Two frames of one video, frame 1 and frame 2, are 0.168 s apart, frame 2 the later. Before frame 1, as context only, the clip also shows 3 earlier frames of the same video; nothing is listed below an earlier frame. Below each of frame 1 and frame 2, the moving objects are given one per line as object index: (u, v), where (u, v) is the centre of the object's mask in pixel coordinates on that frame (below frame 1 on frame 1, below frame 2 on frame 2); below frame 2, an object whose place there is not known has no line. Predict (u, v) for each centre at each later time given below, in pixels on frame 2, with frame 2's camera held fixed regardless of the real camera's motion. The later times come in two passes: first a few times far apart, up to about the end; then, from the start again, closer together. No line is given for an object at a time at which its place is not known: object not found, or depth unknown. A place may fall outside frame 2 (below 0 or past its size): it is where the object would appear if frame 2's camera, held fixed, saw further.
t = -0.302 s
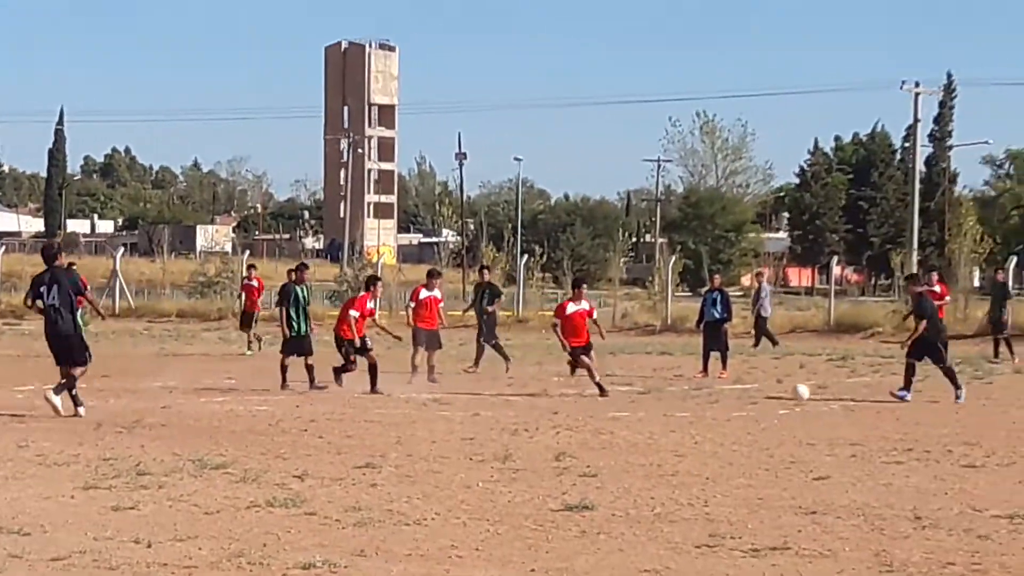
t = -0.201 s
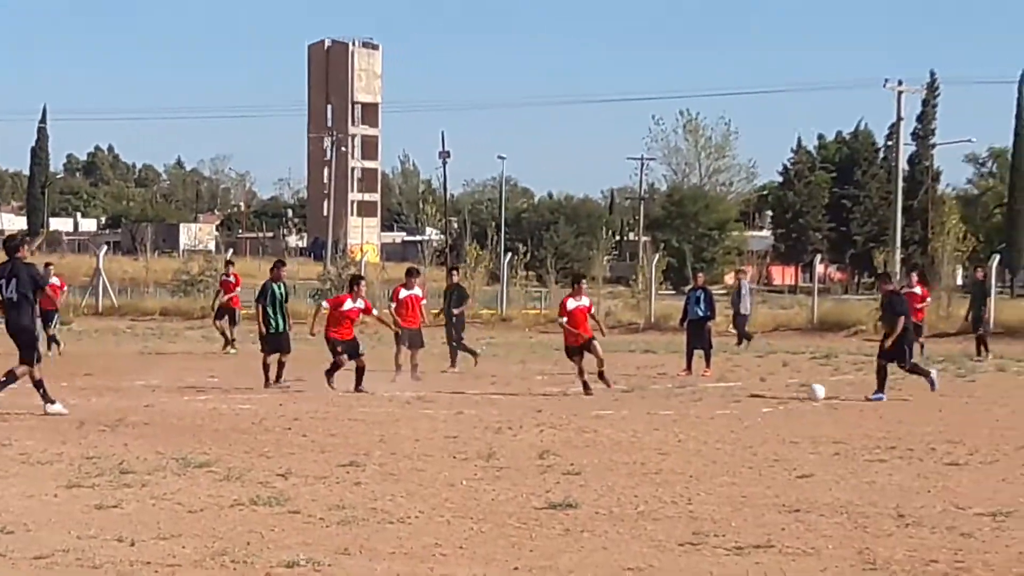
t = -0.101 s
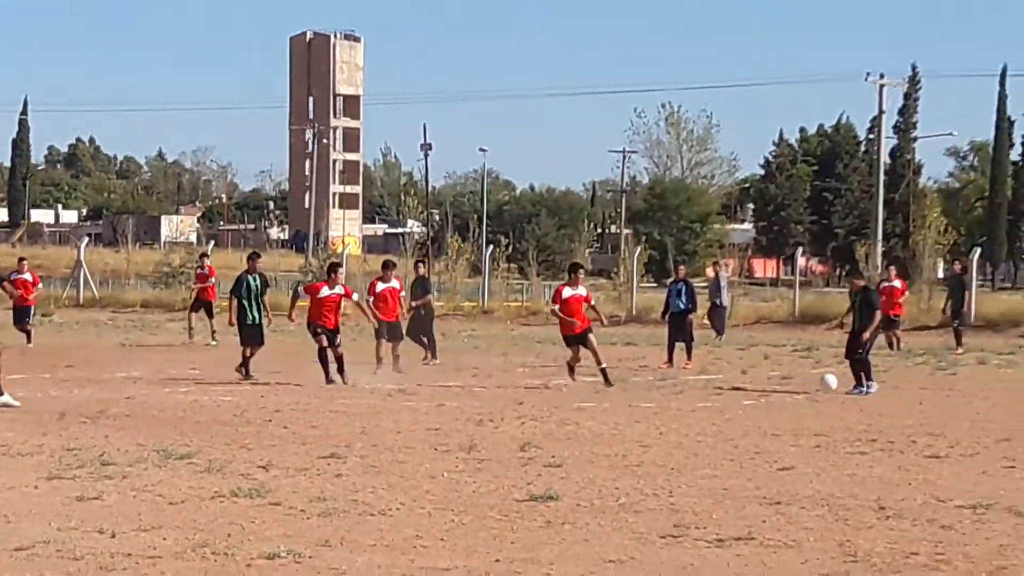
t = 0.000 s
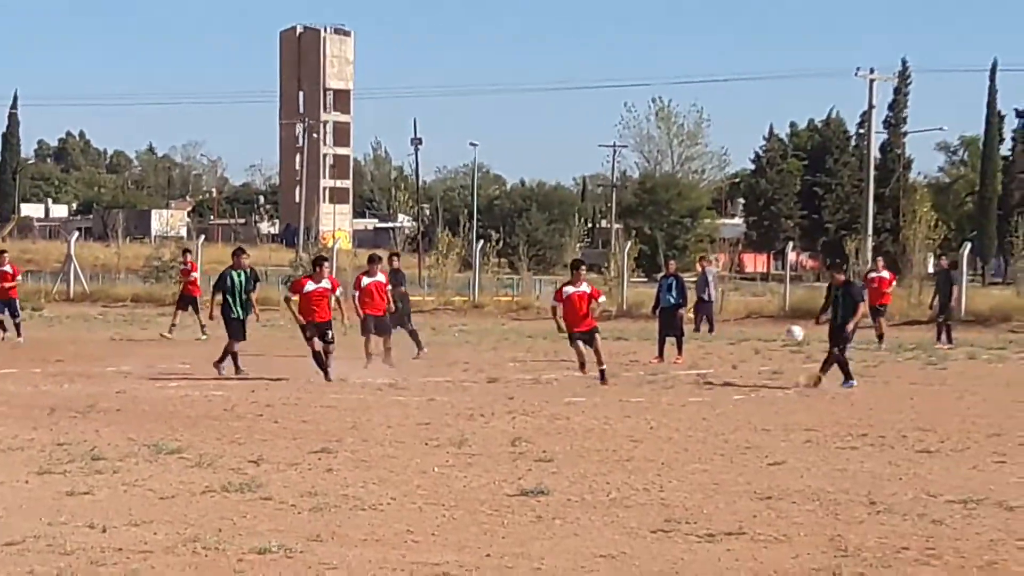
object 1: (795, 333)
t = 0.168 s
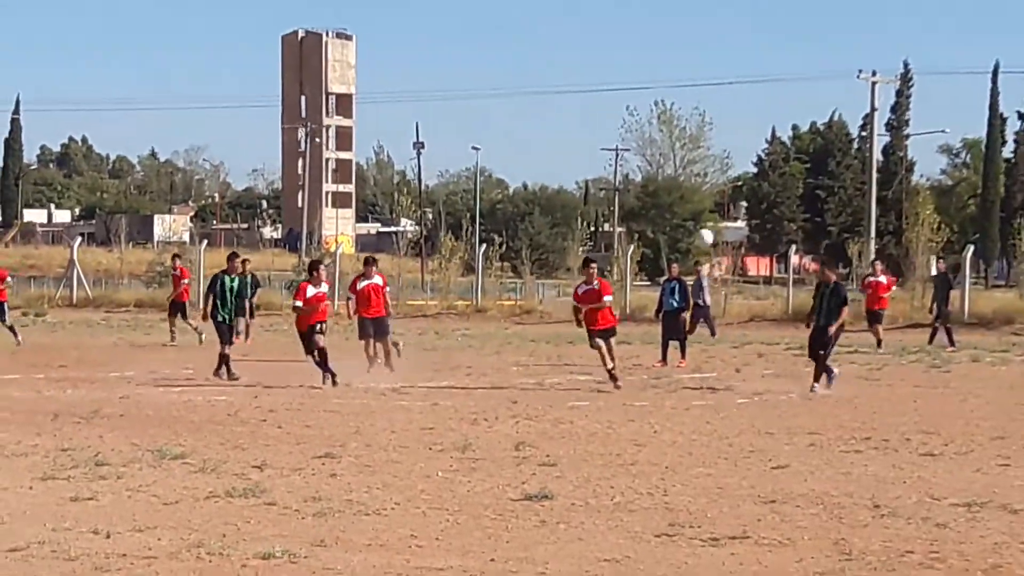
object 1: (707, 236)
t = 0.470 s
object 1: (541, 107)
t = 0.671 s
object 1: (435, 53)
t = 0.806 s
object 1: (365, 33)
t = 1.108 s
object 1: (211, 38)
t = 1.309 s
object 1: (104, 78)
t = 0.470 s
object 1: (541, 107)
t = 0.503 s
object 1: (523, 96)
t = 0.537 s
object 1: (505, 86)
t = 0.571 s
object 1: (488, 77)
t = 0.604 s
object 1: (470, 68)
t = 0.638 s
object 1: (453, 60)
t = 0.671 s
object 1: (435, 53)
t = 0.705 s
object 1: (417, 47)
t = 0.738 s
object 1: (400, 42)
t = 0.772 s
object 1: (382, 37)
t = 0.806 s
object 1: (365, 33)
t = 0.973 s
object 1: (276, 26)
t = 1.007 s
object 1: (264, 29)
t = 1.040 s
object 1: (247, 31)
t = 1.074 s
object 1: (229, 34)
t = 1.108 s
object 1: (211, 38)
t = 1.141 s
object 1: (194, 42)
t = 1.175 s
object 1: (176, 47)
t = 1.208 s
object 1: (158, 54)
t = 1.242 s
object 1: (140, 61)
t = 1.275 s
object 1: (122, 69)
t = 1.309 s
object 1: (104, 78)
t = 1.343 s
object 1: (86, 88)
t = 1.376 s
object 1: (68, 98)
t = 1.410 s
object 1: (48, 110)
